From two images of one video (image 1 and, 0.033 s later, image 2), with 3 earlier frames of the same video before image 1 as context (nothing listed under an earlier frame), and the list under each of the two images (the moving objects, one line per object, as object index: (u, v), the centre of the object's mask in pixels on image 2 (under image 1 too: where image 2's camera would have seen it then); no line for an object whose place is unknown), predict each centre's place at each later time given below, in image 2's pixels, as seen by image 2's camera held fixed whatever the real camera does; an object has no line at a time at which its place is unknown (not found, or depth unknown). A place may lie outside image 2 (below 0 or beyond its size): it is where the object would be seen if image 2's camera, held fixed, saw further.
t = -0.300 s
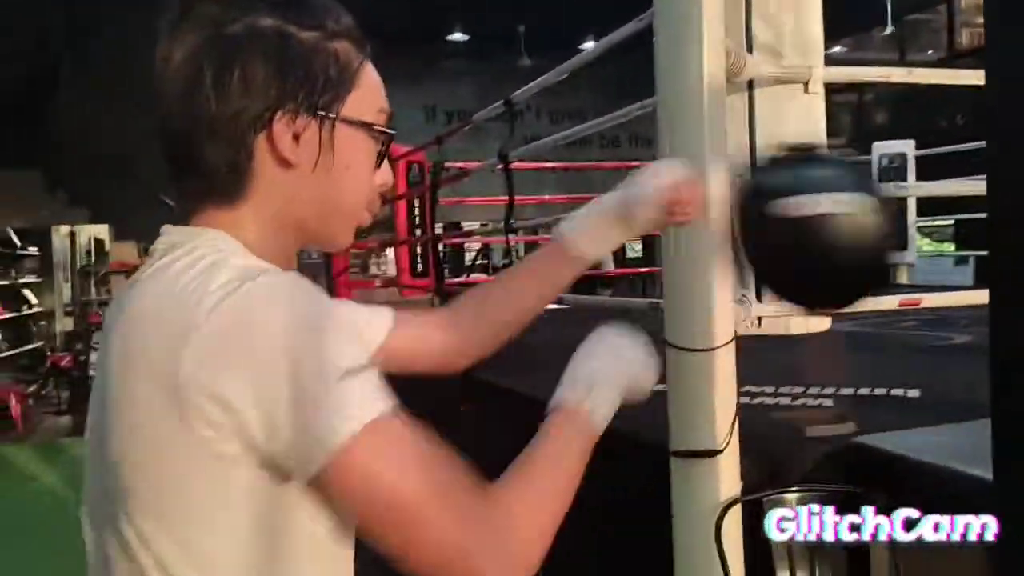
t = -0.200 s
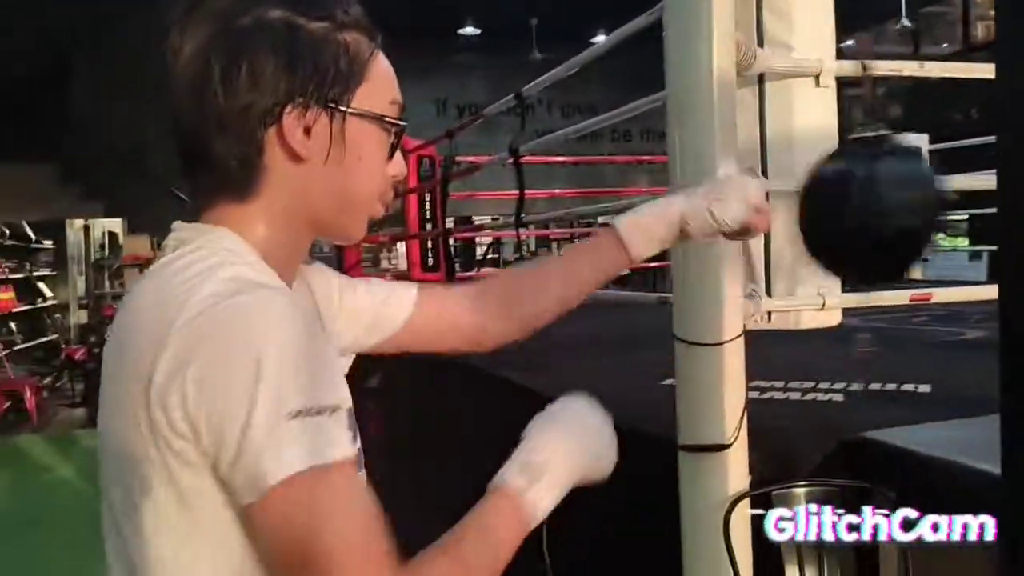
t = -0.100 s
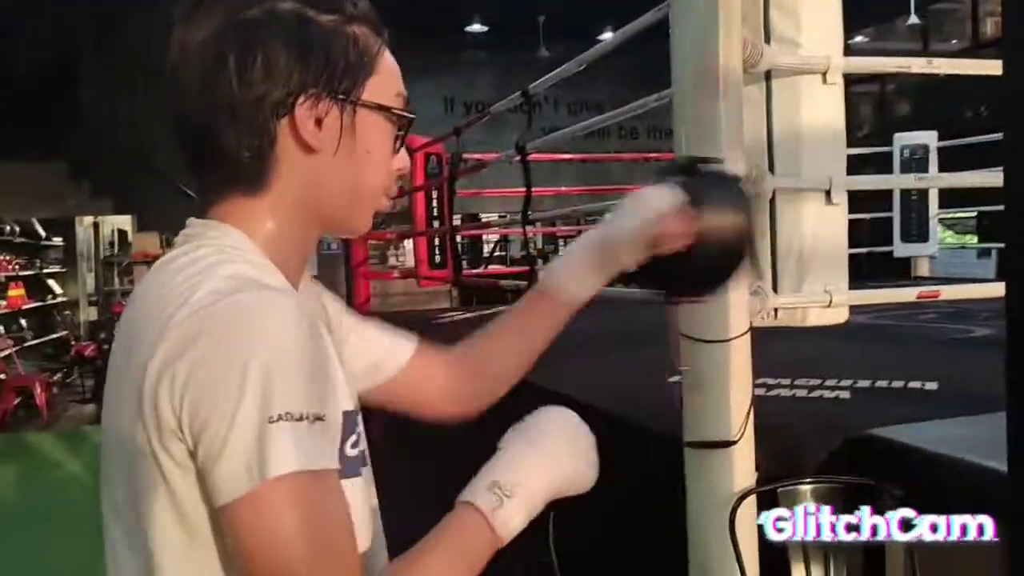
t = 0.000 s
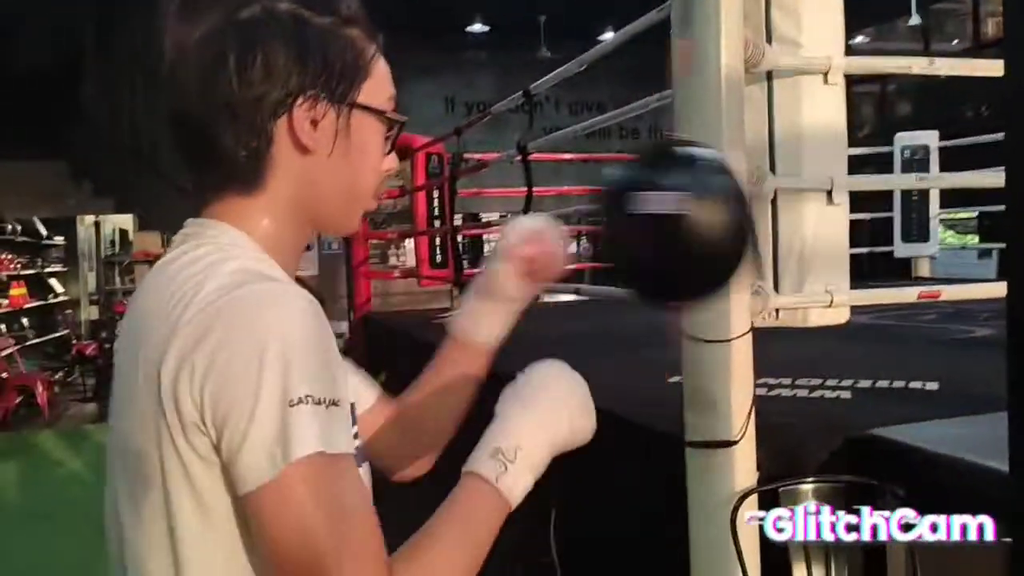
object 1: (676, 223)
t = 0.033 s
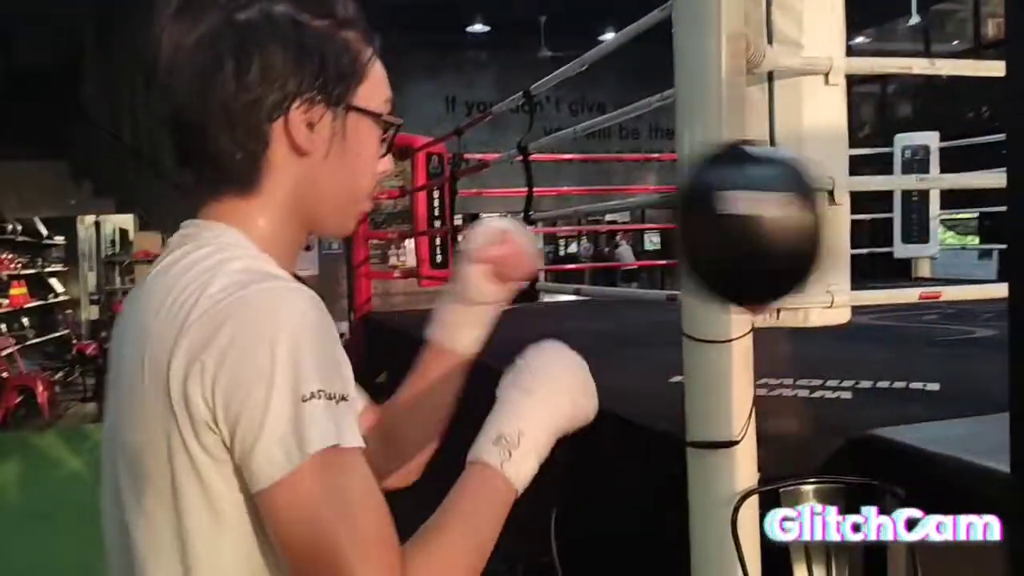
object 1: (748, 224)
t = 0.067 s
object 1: (828, 222)
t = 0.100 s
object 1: (888, 215)
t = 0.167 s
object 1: (888, 213)
